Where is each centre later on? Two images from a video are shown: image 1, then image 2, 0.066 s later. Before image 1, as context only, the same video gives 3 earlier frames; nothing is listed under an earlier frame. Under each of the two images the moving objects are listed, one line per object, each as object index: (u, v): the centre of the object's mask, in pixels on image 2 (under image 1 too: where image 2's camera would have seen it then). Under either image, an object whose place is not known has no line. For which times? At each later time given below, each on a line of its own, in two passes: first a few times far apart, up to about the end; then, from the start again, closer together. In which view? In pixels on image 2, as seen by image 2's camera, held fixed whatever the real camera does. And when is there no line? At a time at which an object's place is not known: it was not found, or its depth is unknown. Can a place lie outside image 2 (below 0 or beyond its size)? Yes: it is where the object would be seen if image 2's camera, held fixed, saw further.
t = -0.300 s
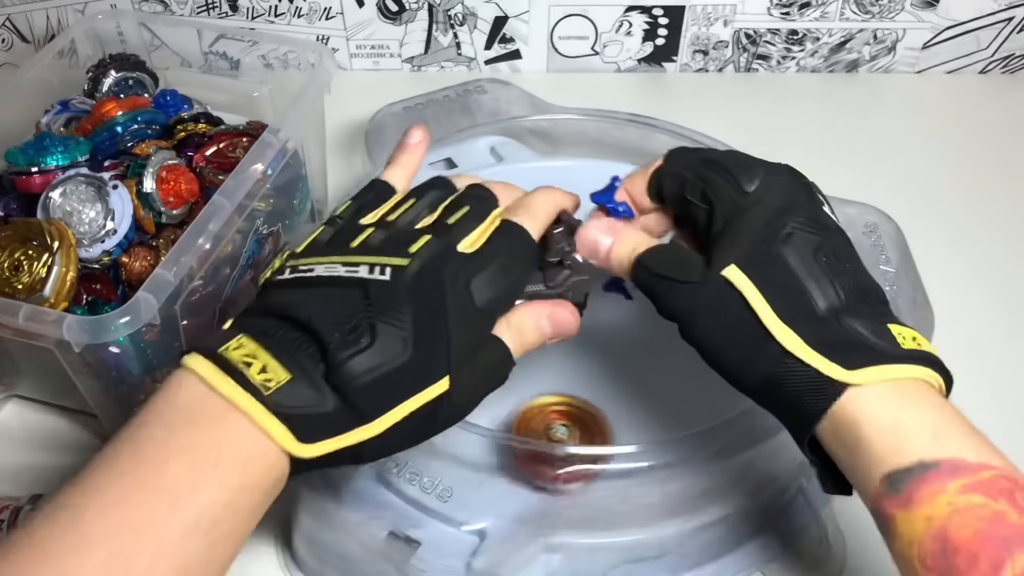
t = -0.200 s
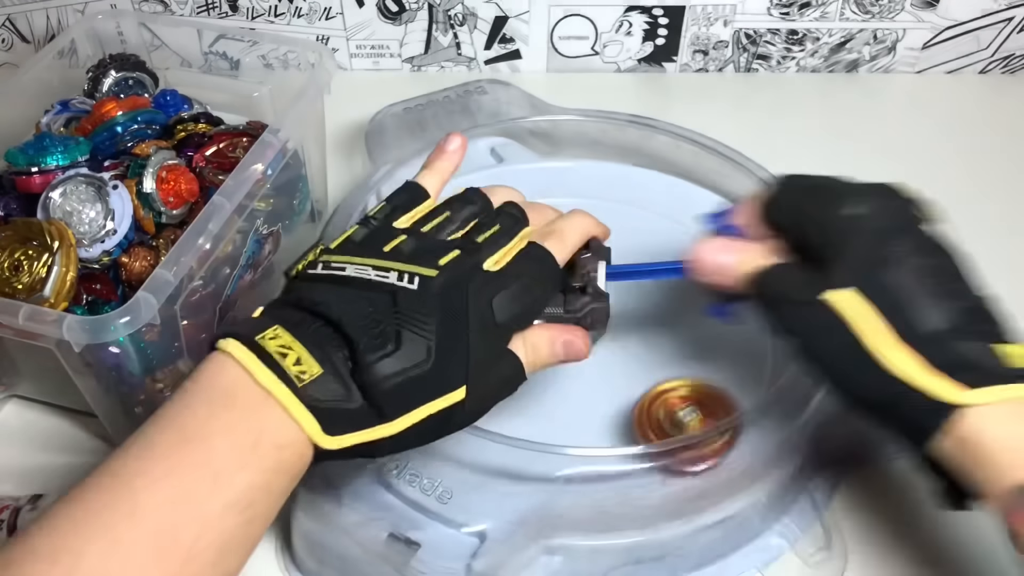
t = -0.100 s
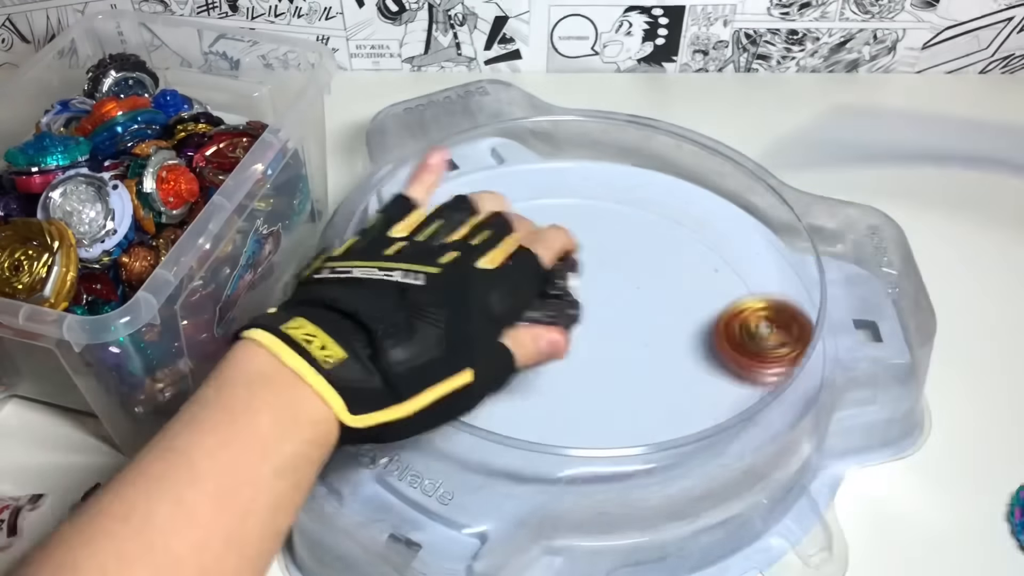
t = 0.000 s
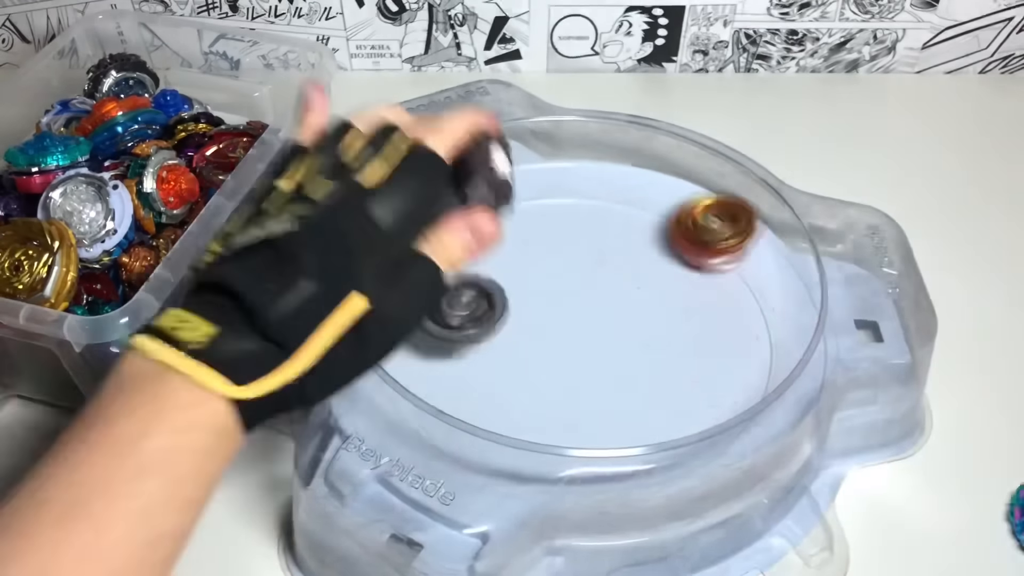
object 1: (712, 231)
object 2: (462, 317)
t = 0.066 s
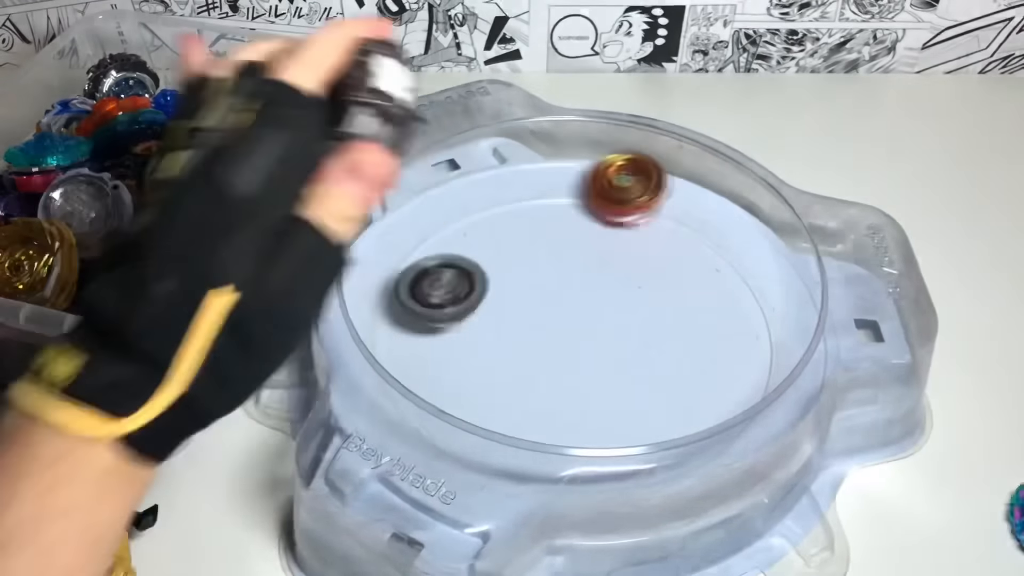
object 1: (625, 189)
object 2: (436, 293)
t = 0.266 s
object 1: (388, 278)
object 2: (499, 284)
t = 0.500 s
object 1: (653, 440)
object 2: (696, 368)
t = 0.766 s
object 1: (673, 347)
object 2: (765, 270)
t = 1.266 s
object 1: (447, 249)
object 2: (586, 430)
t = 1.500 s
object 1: (525, 235)
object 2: (705, 388)
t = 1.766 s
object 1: (526, 282)
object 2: (704, 266)
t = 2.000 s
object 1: (443, 269)
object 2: (568, 283)
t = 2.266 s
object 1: (425, 255)
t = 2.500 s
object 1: (502, 269)
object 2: (630, 402)
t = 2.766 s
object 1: (571, 212)
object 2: (730, 292)
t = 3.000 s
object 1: (487, 168)
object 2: (794, 327)
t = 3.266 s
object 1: (486, 228)
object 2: (579, 311)
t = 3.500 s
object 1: (522, 243)
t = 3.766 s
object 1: (614, 266)
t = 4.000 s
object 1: (661, 269)
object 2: (569, 287)
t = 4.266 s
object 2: (499, 227)
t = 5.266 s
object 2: (516, 228)
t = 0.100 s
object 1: (573, 181)
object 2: (432, 299)
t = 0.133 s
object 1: (523, 183)
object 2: (438, 275)
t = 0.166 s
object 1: (475, 193)
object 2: (447, 259)
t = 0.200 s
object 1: (428, 211)
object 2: (460, 255)
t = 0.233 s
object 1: (406, 246)
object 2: (481, 263)
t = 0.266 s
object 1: (388, 278)
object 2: (499, 284)
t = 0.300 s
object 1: (388, 315)
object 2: (524, 315)
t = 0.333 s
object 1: (398, 354)
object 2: (551, 337)
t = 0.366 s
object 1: (422, 395)
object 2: (581, 338)
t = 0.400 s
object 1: (468, 426)
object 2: (612, 351)
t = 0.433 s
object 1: (525, 447)
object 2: (647, 374)
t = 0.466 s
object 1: (596, 449)
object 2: (670, 378)
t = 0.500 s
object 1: (653, 440)
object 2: (696, 368)
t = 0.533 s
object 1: (685, 430)
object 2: (740, 357)
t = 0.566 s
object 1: (711, 425)
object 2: (768, 322)
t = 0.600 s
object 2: (792, 291)
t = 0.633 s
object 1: (754, 408)
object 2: (806, 259)
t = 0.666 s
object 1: (750, 392)
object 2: (806, 245)
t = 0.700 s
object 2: (791, 260)
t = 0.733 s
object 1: (718, 358)
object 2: (771, 277)
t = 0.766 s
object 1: (673, 347)
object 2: (765, 270)
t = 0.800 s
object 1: (609, 348)
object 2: (784, 248)
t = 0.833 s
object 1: (548, 346)
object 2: (792, 231)
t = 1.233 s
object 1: (443, 267)
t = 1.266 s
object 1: (447, 249)
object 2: (586, 430)
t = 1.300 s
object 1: (453, 241)
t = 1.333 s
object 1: (461, 230)
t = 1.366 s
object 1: (471, 226)
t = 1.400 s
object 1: (483, 223)
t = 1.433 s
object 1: (496, 222)
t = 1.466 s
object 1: (510, 227)
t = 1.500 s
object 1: (525, 235)
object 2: (705, 388)
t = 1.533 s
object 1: (540, 244)
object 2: (703, 365)
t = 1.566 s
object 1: (554, 255)
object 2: (696, 342)
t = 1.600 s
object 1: (569, 265)
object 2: (687, 319)
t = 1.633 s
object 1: (582, 277)
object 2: (675, 296)
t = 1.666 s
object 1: (573, 282)
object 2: (685, 284)
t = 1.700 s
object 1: (558, 283)
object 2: (696, 276)
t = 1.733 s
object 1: (542, 282)
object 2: (702, 267)
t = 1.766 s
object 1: (526, 282)
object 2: (704, 266)
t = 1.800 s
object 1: (511, 282)
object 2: (699, 263)
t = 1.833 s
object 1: (497, 280)
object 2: (689, 260)
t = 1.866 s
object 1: (484, 278)
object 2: (673, 264)
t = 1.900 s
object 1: (471, 276)
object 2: (650, 267)
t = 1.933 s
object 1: (460, 274)
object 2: (628, 269)
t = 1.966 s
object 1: (451, 272)
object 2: (598, 276)
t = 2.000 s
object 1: (443, 269)
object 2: (568, 283)
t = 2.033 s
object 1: (438, 269)
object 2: (540, 291)
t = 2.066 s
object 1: (435, 268)
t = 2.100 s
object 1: (429, 264)
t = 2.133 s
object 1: (423, 260)
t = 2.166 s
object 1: (420, 256)
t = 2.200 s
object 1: (420, 255)
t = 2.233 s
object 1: (421, 254)
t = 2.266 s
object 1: (425, 255)
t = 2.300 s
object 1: (431, 256)
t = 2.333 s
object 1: (439, 258)
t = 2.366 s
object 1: (448, 260)
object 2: (516, 429)
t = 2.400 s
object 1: (460, 263)
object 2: (542, 426)
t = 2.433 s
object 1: (473, 265)
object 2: (572, 420)
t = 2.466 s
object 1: (487, 268)
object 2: (602, 409)
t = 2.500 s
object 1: (502, 269)
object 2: (630, 402)
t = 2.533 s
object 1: (518, 269)
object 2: (653, 387)
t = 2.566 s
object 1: (534, 268)
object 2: (672, 370)
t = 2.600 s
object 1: (551, 266)
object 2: (682, 350)
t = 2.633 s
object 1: (567, 263)
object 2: (687, 330)
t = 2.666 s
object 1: (582, 259)
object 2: (687, 311)
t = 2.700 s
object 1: (595, 254)
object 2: (681, 292)
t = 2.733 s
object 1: (590, 237)
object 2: (696, 286)
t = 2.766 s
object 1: (571, 212)
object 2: (730, 292)
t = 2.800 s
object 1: (553, 190)
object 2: (761, 302)
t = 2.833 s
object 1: (538, 176)
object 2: (782, 305)
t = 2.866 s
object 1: (523, 173)
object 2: (798, 311)
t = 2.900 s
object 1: (512, 171)
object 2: (806, 316)
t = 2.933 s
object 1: (502, 169)
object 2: (809, 319)
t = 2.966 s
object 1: (493, 169)
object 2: (803, 322)
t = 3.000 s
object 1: (487, 168)
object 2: (794, 327)
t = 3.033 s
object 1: (482, 169)
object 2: (777, 328)
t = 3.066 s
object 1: (479, 170)
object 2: (758, 333)
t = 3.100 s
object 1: (475, 173)
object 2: (732, 330)
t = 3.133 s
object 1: (474, 177)
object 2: (702, 329)
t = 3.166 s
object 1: (474, 184)
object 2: (673, 326)
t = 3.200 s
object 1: (477, 193)
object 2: (644, 323)
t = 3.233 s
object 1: (480, 208)
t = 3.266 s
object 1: (486, 228)
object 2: (579, 311)
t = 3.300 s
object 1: (494, 248)
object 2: (549, 307)
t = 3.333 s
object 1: (498, 249)
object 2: (531, 324)
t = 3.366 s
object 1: (500, 244)
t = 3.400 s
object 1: (503, 242)
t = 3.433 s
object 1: (509, 242)
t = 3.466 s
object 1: (515, 242)
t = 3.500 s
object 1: (522, 243)
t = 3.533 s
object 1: (530, 245)
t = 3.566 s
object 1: (541, 248)
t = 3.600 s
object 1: (550, 252)
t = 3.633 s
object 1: (563, 255)
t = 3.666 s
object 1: (576, 259)
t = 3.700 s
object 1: (589, 262)
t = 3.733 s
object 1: (602, 264)
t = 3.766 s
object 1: (614, 266)
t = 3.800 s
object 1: (627, 267)
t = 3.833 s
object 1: (637, 267)
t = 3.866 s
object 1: (646, 267)
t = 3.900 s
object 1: (653, 267)
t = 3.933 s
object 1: (658, 267)
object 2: (568, 323)
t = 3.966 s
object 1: (661, 267)
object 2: (570, 306)
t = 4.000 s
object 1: (661, 269)
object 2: (569, 287)
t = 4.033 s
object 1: (663, 271)
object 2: (566, 274)
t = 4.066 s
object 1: (665, 275)
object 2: (557, 260)
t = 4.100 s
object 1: (666, 280)
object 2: (547, 247)
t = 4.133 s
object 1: (666, 284)
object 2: (537, 239)
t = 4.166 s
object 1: (667, 291)
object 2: (527, 229)
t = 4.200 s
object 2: (517, 229)
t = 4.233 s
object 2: (508, 223)
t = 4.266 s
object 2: (499, 227)
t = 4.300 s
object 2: (490, 232)
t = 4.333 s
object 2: (482, 237)
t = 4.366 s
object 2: (475, 252)
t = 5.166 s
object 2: (527, 242)
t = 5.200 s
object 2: (523, 234)
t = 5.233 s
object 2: (519, 229)
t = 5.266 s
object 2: (516, 228)
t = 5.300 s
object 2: (514, 229)
